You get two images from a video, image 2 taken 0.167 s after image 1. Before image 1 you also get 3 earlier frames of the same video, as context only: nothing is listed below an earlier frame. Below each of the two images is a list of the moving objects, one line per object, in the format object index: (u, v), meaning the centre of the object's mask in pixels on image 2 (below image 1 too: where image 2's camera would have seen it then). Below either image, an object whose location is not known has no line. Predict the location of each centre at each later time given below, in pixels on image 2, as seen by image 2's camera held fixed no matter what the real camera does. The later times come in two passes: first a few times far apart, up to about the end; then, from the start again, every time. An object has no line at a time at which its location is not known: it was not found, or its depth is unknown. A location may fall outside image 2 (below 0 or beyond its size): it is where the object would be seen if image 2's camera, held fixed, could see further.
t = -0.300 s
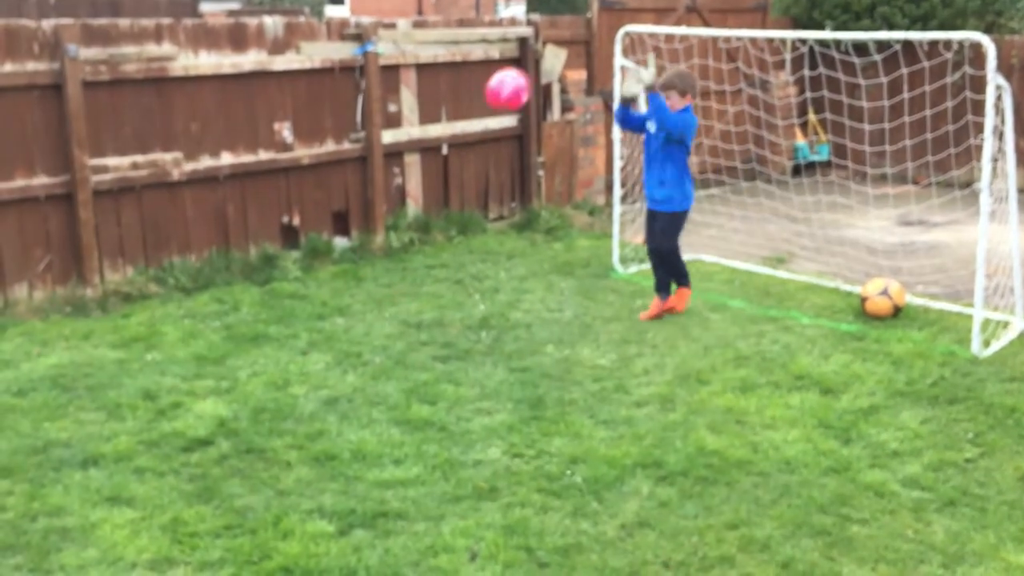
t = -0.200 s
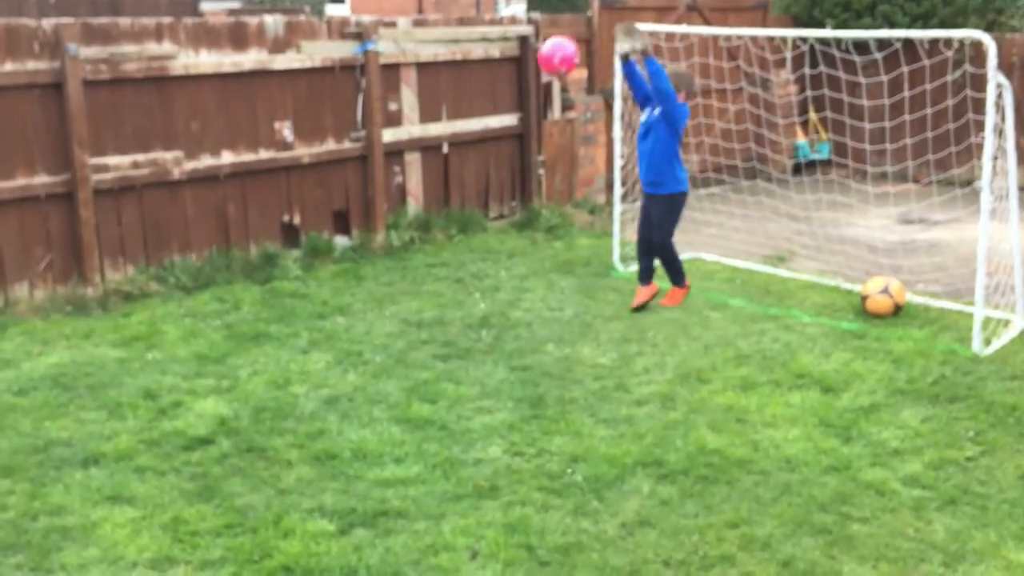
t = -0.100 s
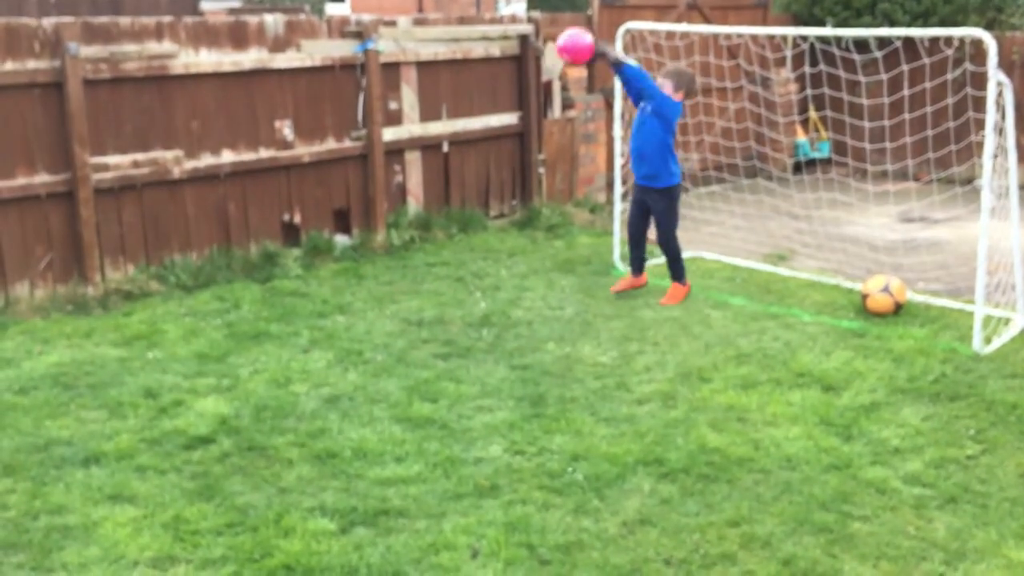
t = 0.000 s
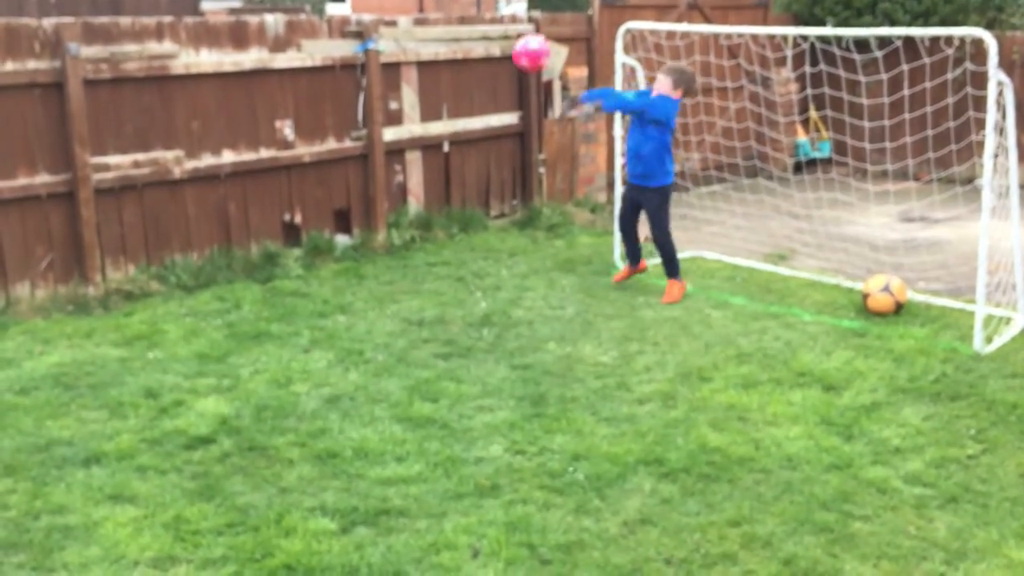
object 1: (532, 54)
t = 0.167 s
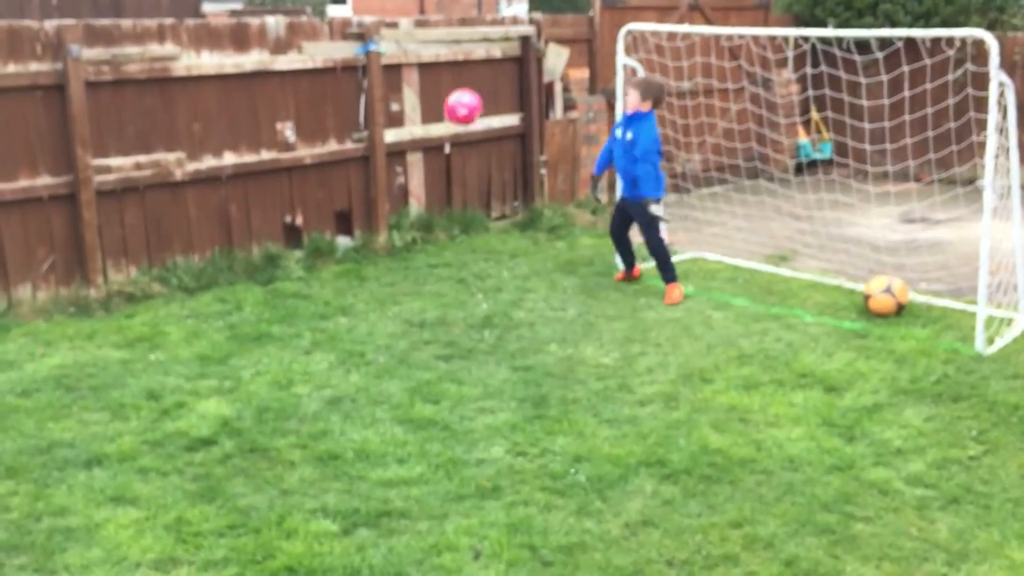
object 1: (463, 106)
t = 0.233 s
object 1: (438, 140)
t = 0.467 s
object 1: (363, 261)
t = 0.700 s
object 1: (350, 188)
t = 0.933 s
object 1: (341, 204)
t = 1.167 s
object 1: (362, 247)
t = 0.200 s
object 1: (450, 122)
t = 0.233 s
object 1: (438, 140)
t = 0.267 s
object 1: (425, 159)
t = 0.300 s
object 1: (412, 181)
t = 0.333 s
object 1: (400, 202)
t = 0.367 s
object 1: (388, 225)
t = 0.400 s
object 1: (377, 249)
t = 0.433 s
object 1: (366, 275)
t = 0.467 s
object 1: (363, 261)
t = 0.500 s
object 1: (361, 245)
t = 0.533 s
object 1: (359, 230)
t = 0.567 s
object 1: (357, 218)
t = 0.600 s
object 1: (355, 207)
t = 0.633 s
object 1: (353, 199)
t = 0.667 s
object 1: (352, 192)
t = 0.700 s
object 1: (350, 188)
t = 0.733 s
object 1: (348, 184)
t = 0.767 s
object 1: (347, 184)
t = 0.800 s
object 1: (346, 184)
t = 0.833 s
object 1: (345, 187)
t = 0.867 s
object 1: (343, 190)
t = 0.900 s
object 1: (342, 197)
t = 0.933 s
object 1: (341, 204)
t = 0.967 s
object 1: (340, 213)
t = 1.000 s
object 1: (343, 221)
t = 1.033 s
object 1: (348, 232)
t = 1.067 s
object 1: (352, 243)
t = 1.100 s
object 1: (356, 249)
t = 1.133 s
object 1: (359, 248)
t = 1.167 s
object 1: (362, 247)
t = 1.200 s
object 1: (366, 248)
